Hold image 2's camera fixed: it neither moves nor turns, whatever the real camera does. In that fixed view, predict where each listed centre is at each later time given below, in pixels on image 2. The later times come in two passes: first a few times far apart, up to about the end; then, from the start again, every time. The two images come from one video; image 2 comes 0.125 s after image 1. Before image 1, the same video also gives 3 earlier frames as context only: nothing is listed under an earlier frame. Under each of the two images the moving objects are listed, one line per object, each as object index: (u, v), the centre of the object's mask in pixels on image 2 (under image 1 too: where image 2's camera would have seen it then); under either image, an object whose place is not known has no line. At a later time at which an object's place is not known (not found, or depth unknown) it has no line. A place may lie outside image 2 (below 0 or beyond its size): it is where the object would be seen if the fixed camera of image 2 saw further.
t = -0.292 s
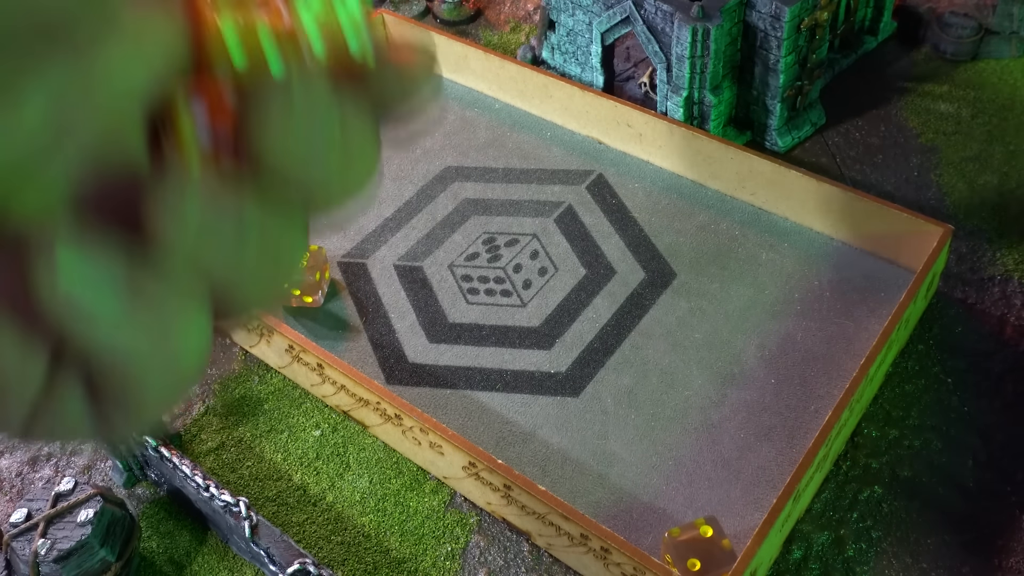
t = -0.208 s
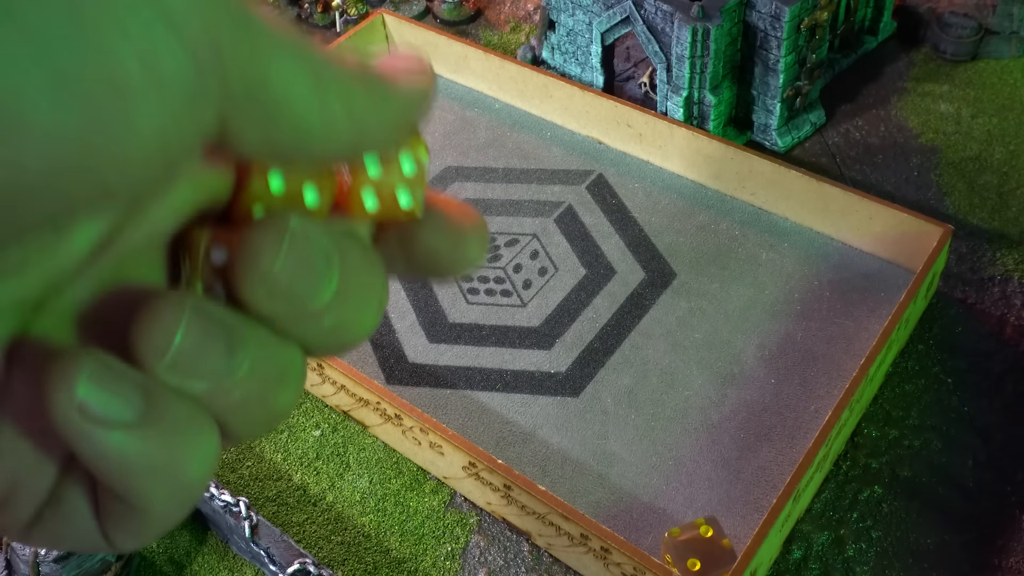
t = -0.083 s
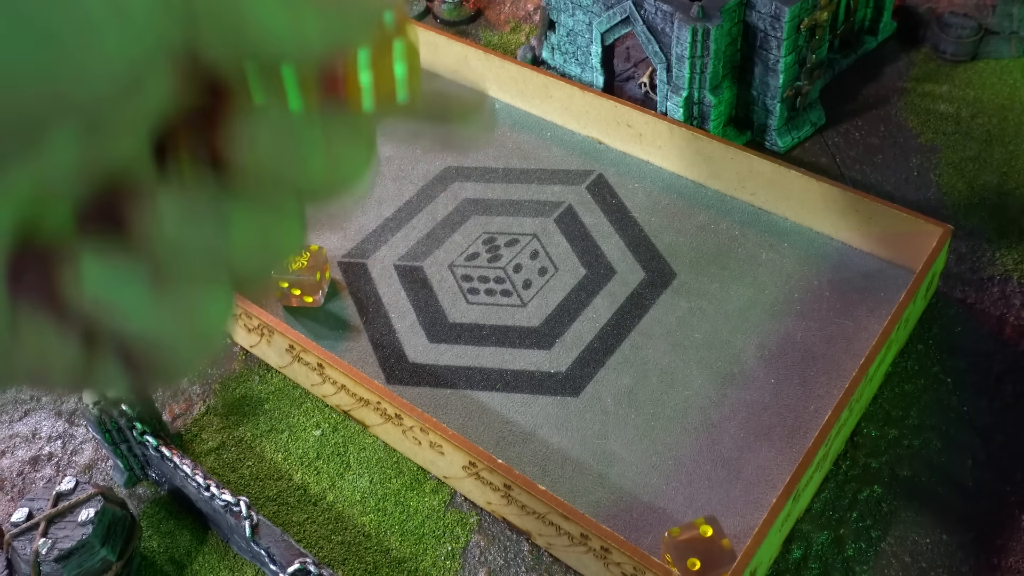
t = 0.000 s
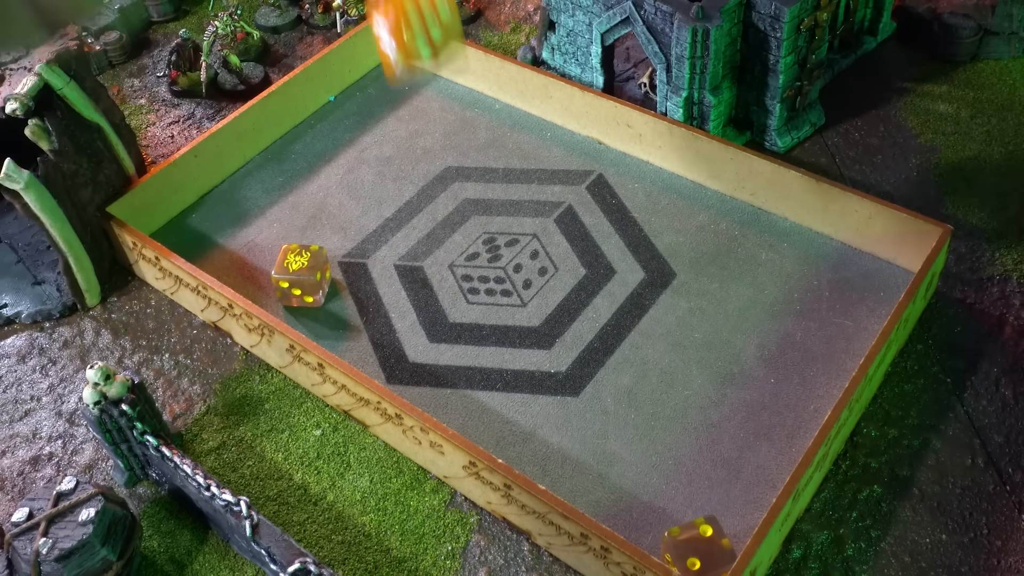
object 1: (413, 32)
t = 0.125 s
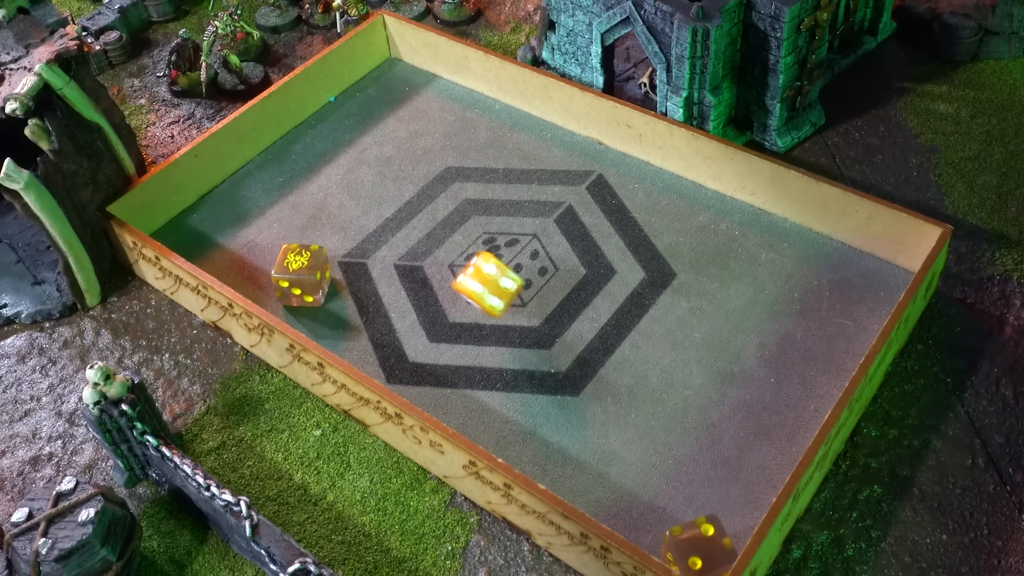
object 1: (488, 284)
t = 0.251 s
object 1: (511, 363)
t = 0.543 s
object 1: (544, 403)
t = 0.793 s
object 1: (544, 403)
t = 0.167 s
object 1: (491, 296)
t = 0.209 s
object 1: (503, 344)
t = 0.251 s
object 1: (511, 363)
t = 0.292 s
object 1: (520, 390)
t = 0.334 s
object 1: (532, 401)
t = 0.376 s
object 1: (544, 402)
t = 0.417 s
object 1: (544, 403)
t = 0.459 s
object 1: (544, 403)
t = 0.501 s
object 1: (544, 403)
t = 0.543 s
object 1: (544, 403)
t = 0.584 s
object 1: (544, 403)
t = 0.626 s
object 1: (545, 403)
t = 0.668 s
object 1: (544, 403)
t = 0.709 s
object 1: (544, 403)
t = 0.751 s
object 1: (544, 403)
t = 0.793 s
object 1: (544, 403)
